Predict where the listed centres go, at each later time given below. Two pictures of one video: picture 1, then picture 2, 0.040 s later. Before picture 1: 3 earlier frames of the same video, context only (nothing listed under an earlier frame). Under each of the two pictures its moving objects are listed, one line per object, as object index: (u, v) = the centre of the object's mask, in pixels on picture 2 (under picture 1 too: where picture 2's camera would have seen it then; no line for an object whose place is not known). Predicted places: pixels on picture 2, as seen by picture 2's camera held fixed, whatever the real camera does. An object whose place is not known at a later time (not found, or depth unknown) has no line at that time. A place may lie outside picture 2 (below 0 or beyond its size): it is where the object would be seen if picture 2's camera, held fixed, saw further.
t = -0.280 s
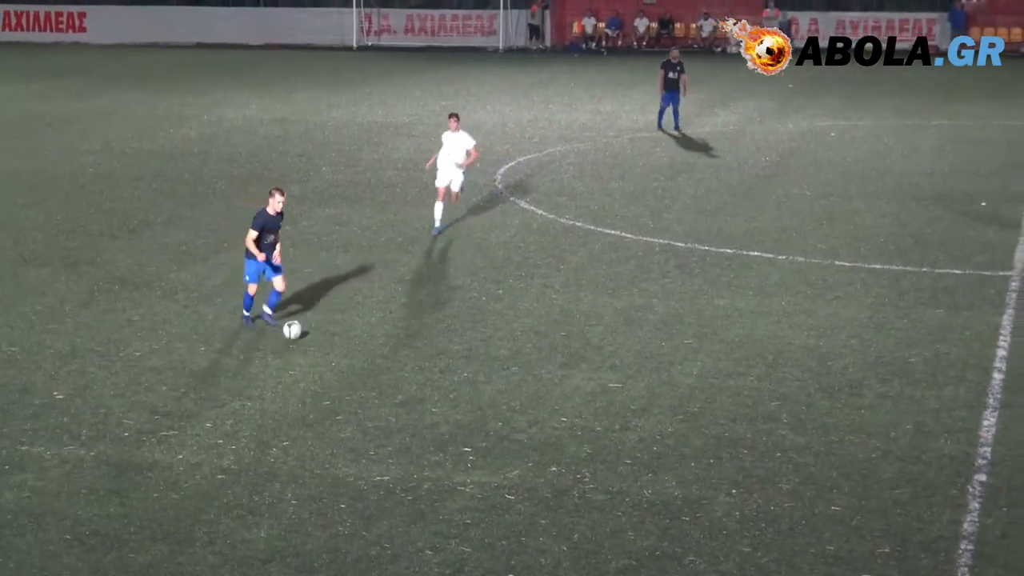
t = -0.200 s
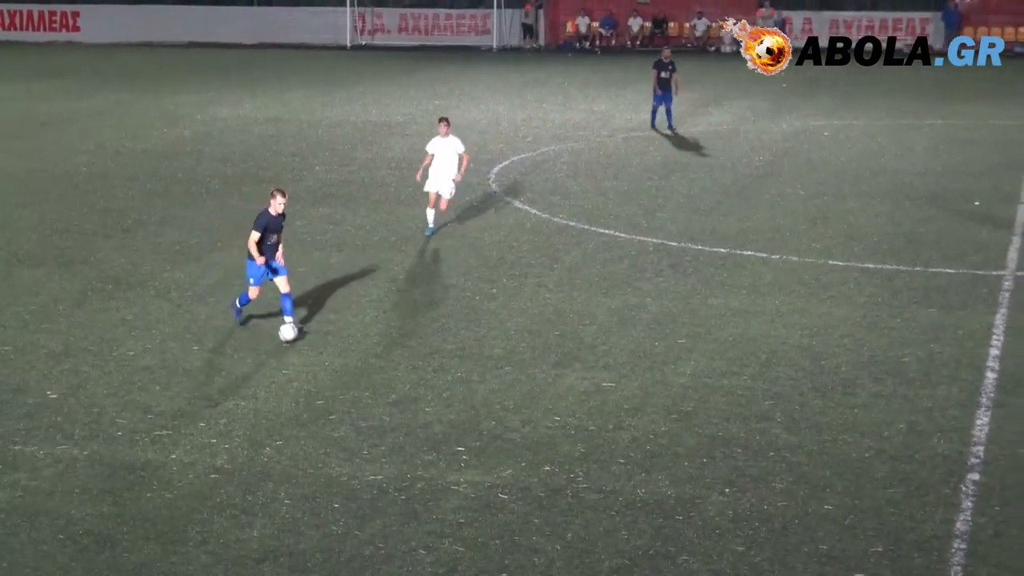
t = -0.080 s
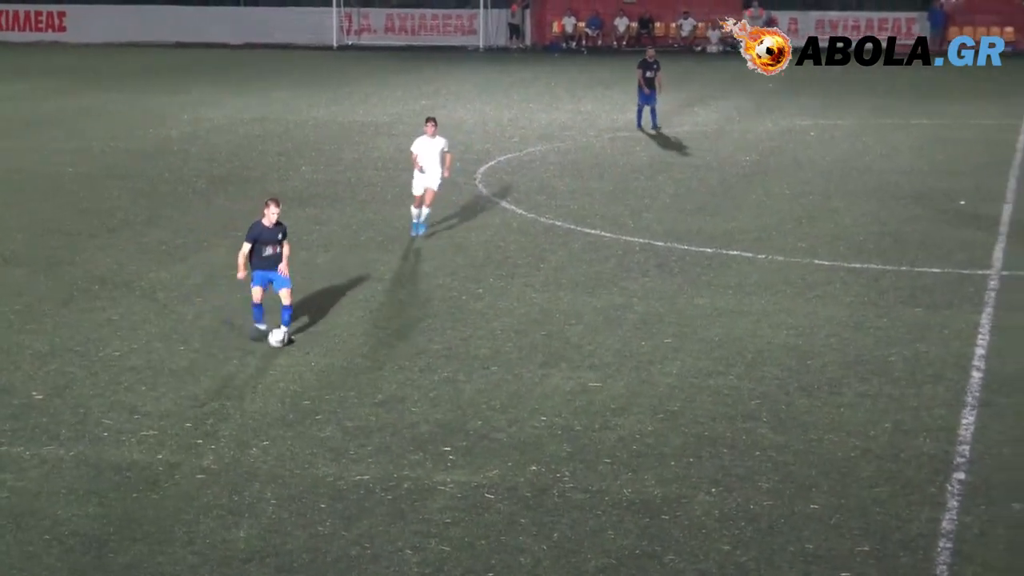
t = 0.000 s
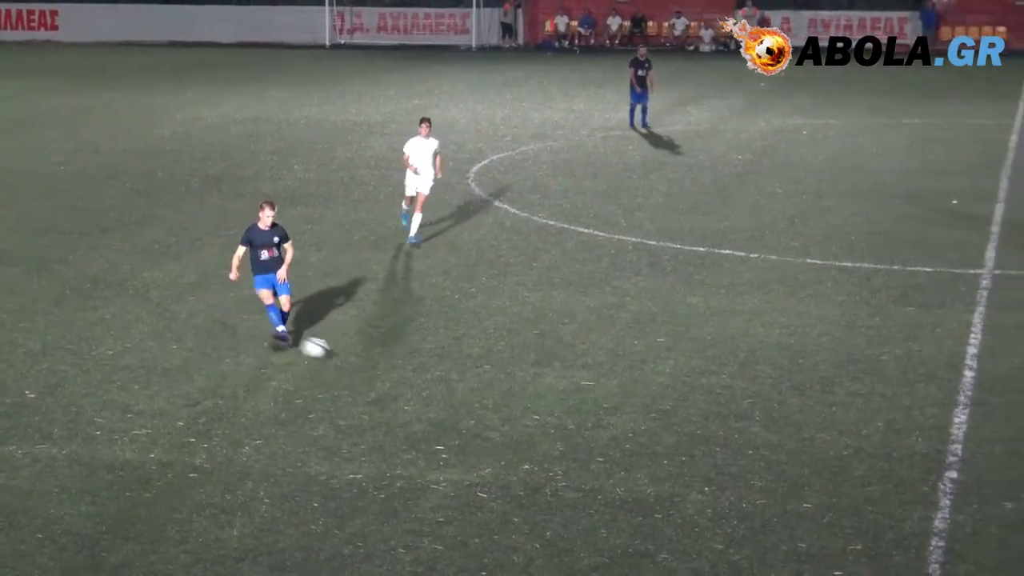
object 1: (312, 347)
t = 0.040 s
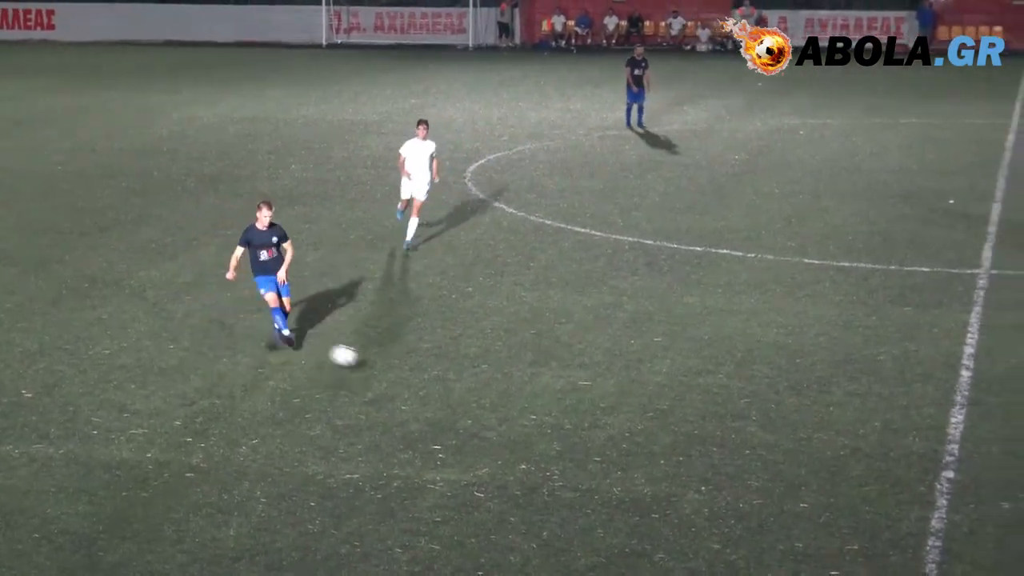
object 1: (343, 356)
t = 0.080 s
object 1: (377, 366)
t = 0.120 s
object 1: (411, 379)
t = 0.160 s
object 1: (445, 389)
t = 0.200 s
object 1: (478, 396)
